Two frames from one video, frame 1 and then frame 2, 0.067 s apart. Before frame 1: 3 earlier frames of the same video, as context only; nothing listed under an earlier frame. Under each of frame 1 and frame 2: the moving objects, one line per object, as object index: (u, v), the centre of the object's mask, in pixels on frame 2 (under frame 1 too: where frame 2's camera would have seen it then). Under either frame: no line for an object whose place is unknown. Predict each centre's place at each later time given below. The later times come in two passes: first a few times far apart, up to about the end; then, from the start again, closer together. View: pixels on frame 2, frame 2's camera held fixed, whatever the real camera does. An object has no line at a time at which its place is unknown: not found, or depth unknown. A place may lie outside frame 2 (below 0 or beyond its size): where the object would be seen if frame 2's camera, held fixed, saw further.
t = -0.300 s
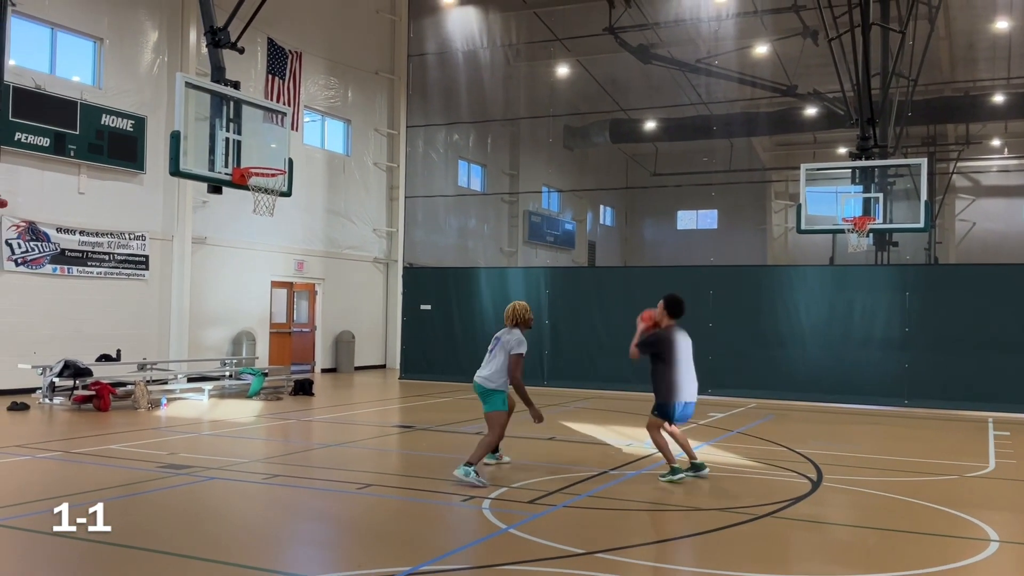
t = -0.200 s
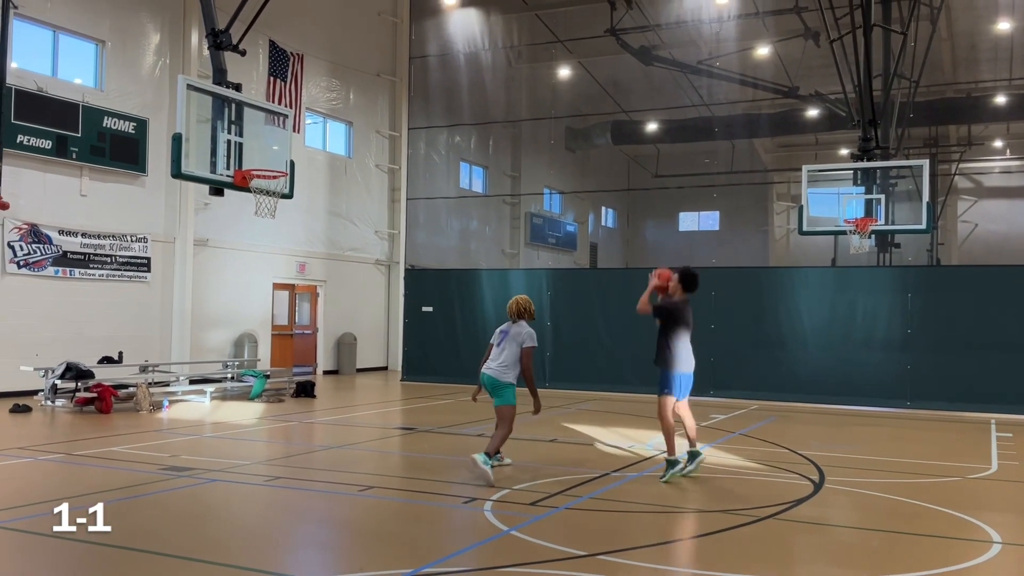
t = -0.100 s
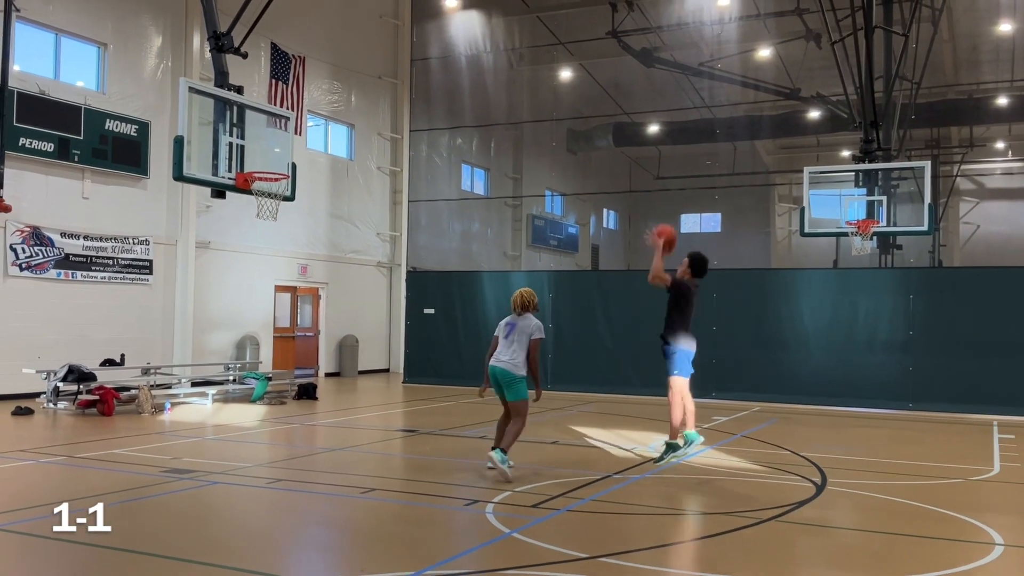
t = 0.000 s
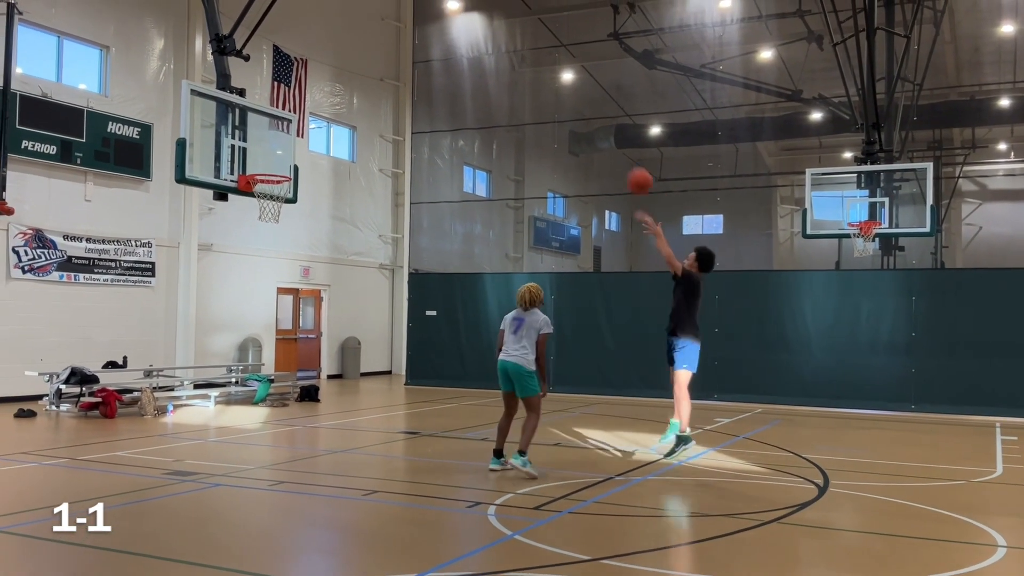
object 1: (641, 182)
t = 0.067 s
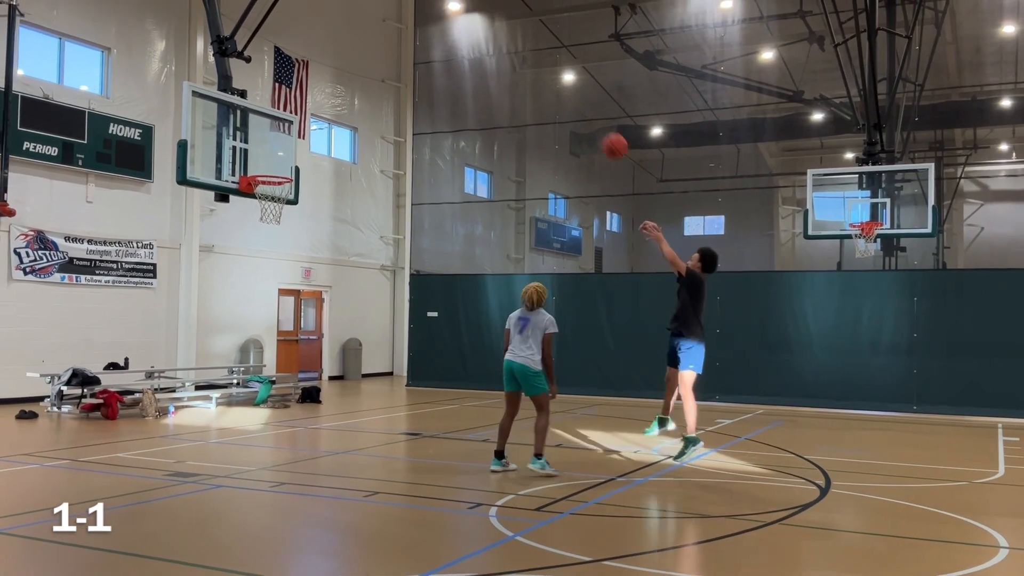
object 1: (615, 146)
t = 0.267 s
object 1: (541, 69)
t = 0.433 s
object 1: (485, 41)
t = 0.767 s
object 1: (381, 59)
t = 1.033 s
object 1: (305, 140)
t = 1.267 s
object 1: (261, 190)
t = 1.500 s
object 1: (269, 218)
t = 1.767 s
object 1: (288, 281)
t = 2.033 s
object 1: (303, 403)
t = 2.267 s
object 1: (315, 372)
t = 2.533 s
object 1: (325, 317)
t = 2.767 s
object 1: (332, 319)
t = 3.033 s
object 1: (340, 376)
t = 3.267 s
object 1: (349, 410)
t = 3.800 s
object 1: (371, 375)
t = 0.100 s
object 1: (602, 131)
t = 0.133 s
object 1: (589, 115)
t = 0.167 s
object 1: (578, 103)
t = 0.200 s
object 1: (565, 92)
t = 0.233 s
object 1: (552, 79)
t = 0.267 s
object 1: (541, 69)
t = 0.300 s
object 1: (530, 61)
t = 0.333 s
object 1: (518, 55)
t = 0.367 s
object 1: (506, 49)
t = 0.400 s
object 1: (496, 44)
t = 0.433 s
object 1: (485, 41)
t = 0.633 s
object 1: (421, 39)
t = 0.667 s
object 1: (411, 42)
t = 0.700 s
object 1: (401, 47)
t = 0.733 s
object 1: (391, 52)
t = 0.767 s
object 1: (381, 59)
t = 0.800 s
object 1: (371, 66)
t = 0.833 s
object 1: (362, 74)
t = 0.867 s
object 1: (352, 83)
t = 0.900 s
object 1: (343, 92)
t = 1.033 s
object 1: (305, 140)
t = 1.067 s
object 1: (297, 154)
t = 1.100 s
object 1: (288, 168)
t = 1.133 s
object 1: (280, 176)
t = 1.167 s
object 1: (272, 180)
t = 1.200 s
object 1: (266, 187)
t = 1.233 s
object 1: (262, 188)
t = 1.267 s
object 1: (261, 190)
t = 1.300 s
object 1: (260, 194)
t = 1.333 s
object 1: (262, 200)
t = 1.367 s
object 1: (262, 204)
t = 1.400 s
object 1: (263, 206)
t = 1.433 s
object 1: (265, 210)
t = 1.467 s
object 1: (267, 214)
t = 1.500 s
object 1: (269, 218)
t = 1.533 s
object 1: (272, 222)
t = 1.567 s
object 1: (274, 228)
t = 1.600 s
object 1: (277, 234)
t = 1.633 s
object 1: (279, 242)
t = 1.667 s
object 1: (281, 250)
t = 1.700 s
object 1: (284, 260)
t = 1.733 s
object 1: (286, 270)
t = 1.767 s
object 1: (288, 281)
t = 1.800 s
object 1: (290, 293)
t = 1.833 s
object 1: (292, 307)
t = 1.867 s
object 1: (294, 321)
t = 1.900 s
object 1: (297, 336)
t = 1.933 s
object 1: (298, 351)
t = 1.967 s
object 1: (300, 369)
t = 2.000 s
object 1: (302, 387)
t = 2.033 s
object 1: (303, 403)
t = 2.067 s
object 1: (305, 423)
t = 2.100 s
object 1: (307, 437)
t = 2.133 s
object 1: (309, 423)
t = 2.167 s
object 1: (310, 408)
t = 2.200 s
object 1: (311, 396)
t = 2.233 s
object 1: (313, 384)
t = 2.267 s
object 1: (315, 372)
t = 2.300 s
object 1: (317, 363)
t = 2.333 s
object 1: (318, 354)
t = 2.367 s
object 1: (319, 344)
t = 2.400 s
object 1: (320, 337)
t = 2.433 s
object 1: (321, 331)
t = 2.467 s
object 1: (322, 325)
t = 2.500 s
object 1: (324, 321)
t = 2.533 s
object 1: (325, 317)
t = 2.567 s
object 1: (326, 315)
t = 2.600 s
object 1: (326, 313)
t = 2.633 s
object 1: (327, 312)
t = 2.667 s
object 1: (329, 313)
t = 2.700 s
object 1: (330, 314)
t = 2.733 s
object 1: (331, 316)
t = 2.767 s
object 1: (332, 319)
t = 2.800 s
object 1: (333, 323)
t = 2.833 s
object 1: (334, 328)
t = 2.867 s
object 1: (334, 334)
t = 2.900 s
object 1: (336, 340)
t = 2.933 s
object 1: (336, 348)
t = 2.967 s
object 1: (336, 356)
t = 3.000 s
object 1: (337, 366)
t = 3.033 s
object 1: (340, 376)
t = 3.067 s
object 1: (341, 387)
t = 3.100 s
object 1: (342, 400)
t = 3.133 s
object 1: (343, 412)
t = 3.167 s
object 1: (345, 427)
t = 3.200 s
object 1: (346, 431)
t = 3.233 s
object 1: (347, 420)
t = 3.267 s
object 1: (349, 410)
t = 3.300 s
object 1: (349, 402)
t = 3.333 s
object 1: (351, 393)
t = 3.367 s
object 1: (352, 386)
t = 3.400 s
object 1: (353, 380)
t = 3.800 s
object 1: (371, 375)
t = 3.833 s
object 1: (373, 380)
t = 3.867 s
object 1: (376, 386)
